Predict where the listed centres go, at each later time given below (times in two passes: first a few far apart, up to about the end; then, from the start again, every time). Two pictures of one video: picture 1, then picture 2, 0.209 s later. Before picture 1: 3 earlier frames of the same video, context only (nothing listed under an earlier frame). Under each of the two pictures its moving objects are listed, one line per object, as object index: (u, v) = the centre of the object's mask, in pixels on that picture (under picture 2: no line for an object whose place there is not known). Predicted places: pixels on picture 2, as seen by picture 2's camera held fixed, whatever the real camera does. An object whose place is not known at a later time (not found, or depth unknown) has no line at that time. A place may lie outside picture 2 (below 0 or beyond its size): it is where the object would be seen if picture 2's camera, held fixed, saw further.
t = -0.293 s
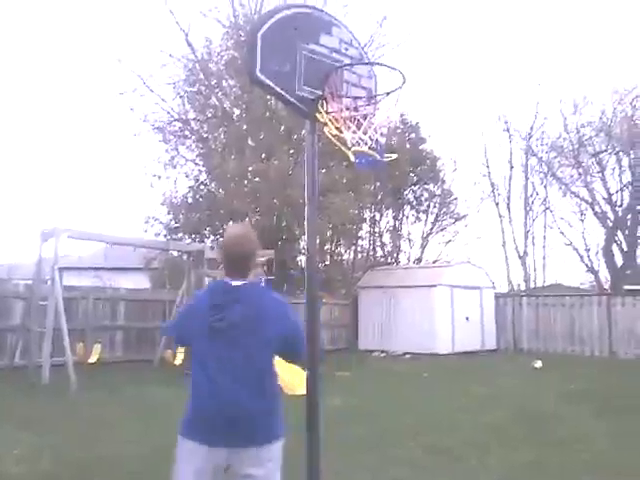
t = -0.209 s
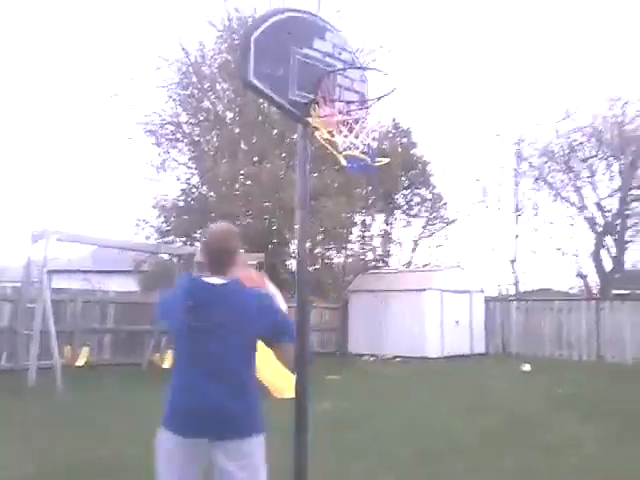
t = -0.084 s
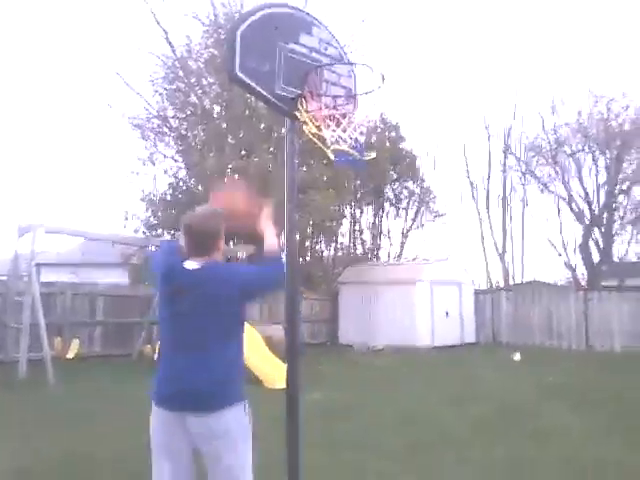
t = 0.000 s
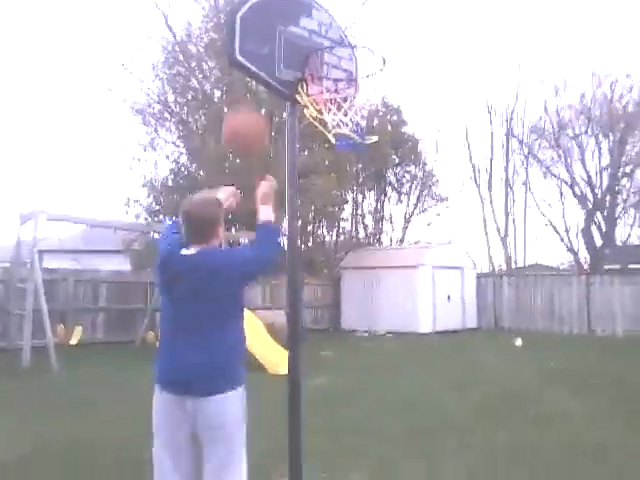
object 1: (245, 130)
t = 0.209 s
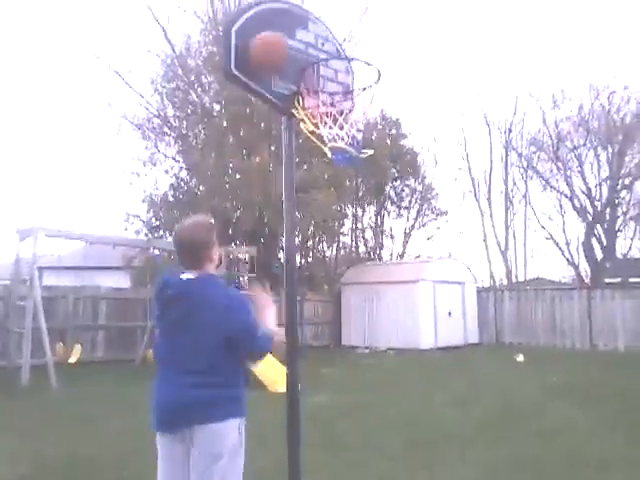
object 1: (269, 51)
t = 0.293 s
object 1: (281, 40)
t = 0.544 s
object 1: (322, 72)
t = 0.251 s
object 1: (277, 45)
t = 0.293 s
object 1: (281, 40)
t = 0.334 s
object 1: (288, 39)
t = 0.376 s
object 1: (294, 42)
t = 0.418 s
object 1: (300, 44)
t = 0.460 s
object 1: (305, 49)
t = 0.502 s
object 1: (315, 59)
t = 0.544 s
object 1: (322, 72)
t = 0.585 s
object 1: (324, 70)
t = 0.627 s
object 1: (330, 67)
